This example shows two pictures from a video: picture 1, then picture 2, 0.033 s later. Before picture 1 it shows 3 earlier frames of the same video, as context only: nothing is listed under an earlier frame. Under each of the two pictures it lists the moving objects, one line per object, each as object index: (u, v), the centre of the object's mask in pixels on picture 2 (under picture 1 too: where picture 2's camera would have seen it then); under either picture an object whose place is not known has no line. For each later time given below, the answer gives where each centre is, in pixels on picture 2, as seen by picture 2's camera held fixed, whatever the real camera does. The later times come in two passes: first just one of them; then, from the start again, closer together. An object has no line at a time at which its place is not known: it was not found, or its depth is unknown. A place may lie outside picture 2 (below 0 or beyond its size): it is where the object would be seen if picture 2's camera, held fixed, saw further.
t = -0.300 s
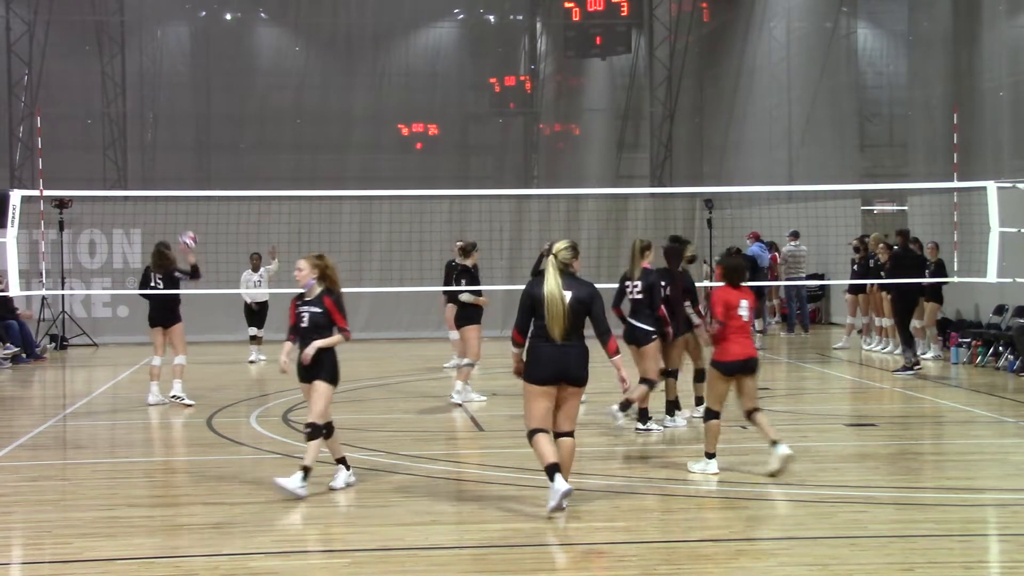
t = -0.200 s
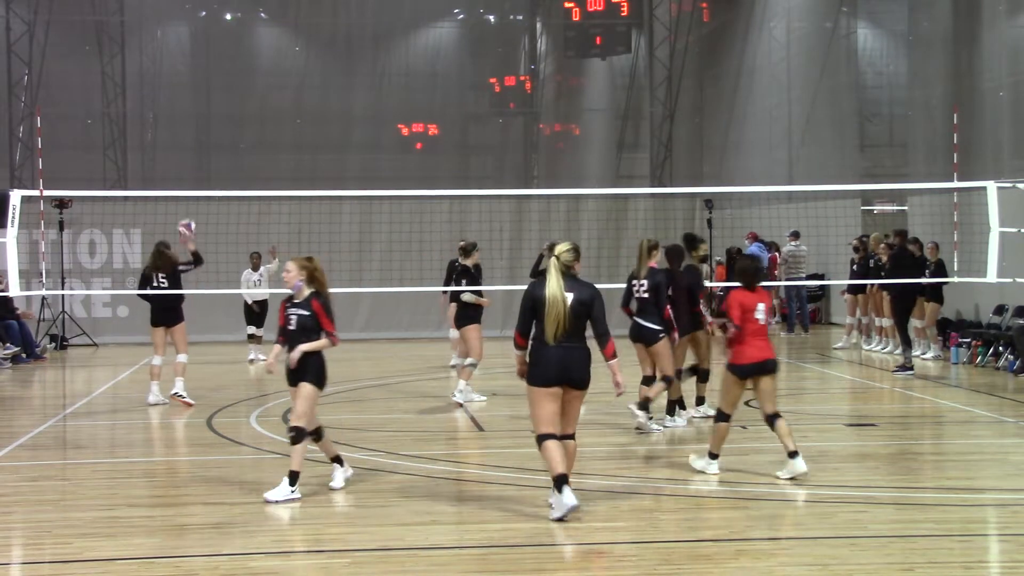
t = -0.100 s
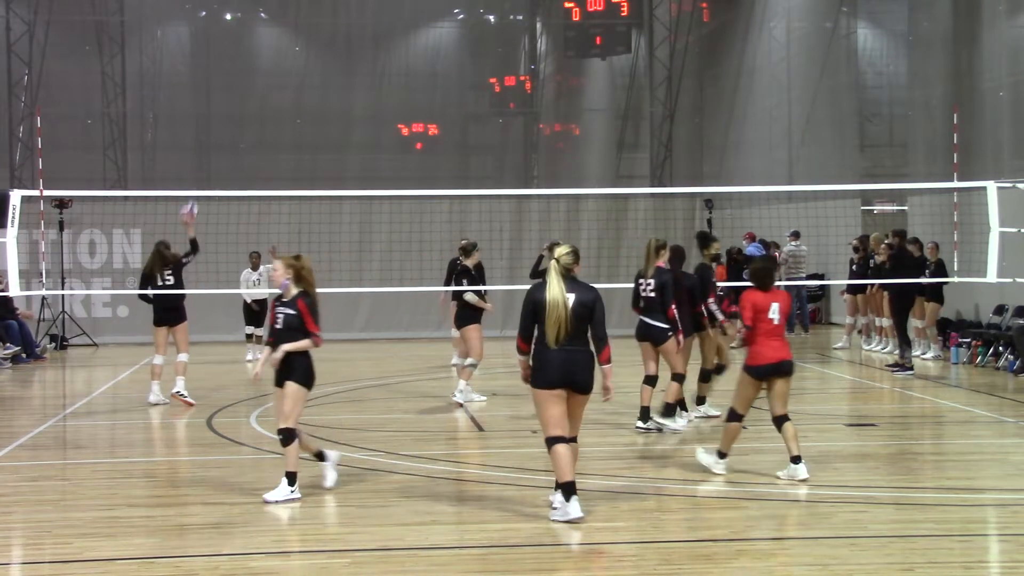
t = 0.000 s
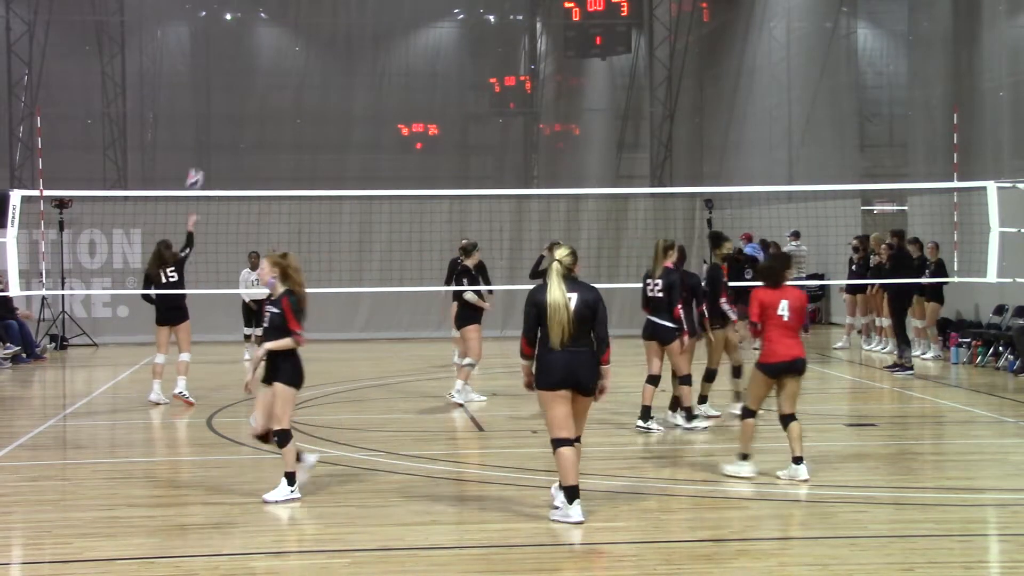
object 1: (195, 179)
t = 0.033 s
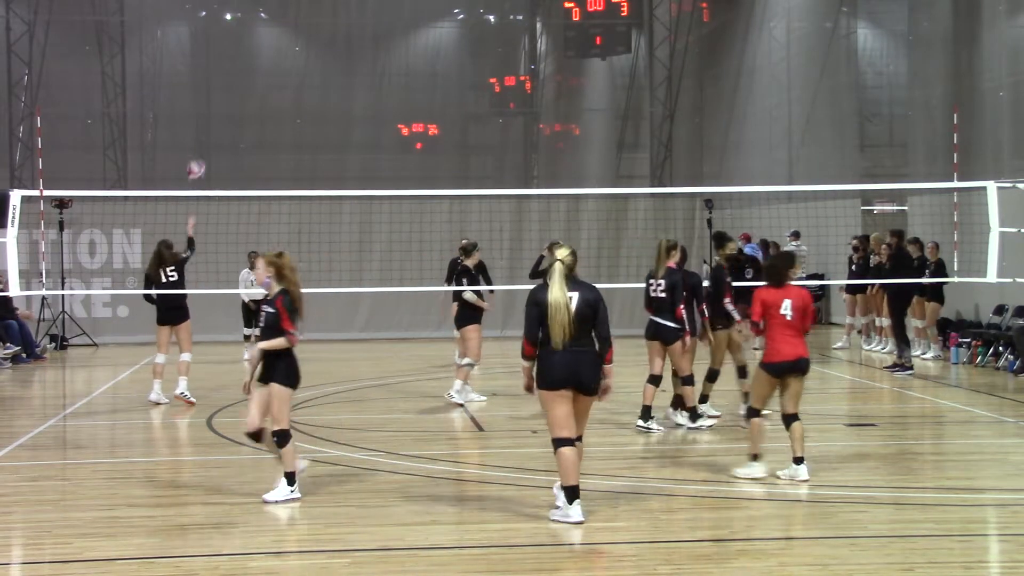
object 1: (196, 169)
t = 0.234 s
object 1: (205, 140)
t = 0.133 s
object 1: (200, 151)
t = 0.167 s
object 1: (202, 146)
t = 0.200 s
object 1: (204, 143)
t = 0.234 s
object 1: (205, 140)
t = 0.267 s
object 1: (206, 139)
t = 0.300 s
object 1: (207, 138)
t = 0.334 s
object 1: (209, 138)
